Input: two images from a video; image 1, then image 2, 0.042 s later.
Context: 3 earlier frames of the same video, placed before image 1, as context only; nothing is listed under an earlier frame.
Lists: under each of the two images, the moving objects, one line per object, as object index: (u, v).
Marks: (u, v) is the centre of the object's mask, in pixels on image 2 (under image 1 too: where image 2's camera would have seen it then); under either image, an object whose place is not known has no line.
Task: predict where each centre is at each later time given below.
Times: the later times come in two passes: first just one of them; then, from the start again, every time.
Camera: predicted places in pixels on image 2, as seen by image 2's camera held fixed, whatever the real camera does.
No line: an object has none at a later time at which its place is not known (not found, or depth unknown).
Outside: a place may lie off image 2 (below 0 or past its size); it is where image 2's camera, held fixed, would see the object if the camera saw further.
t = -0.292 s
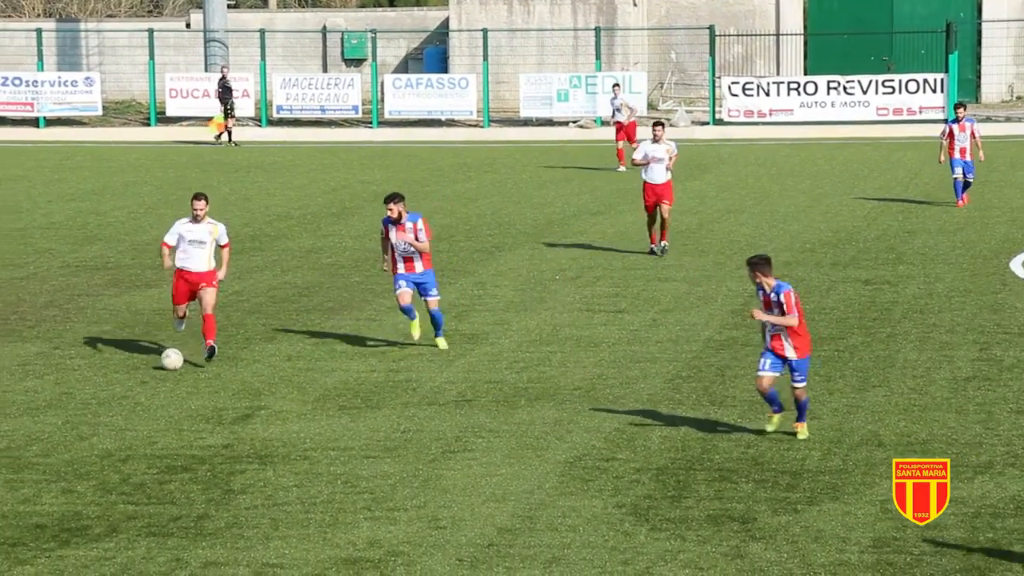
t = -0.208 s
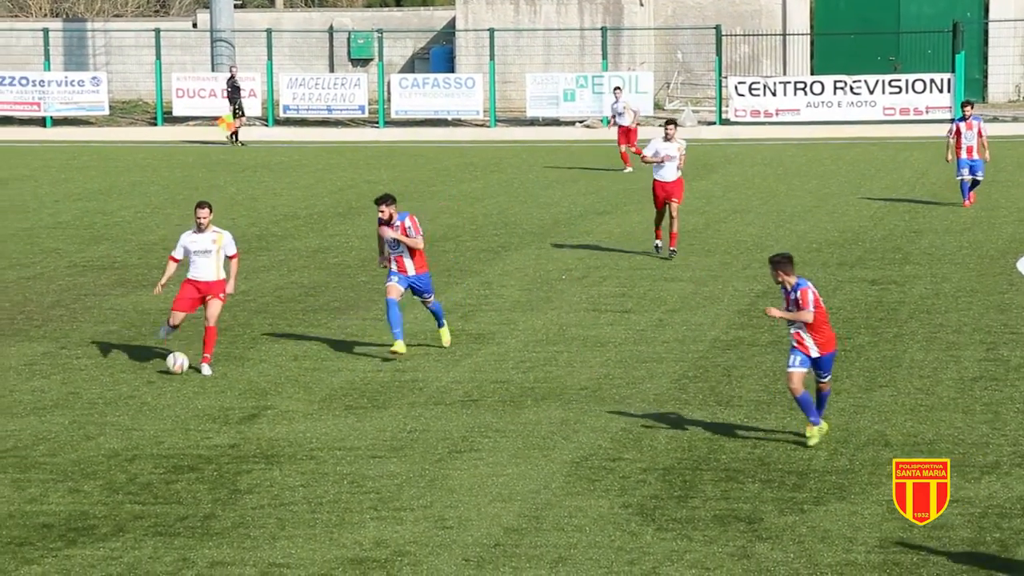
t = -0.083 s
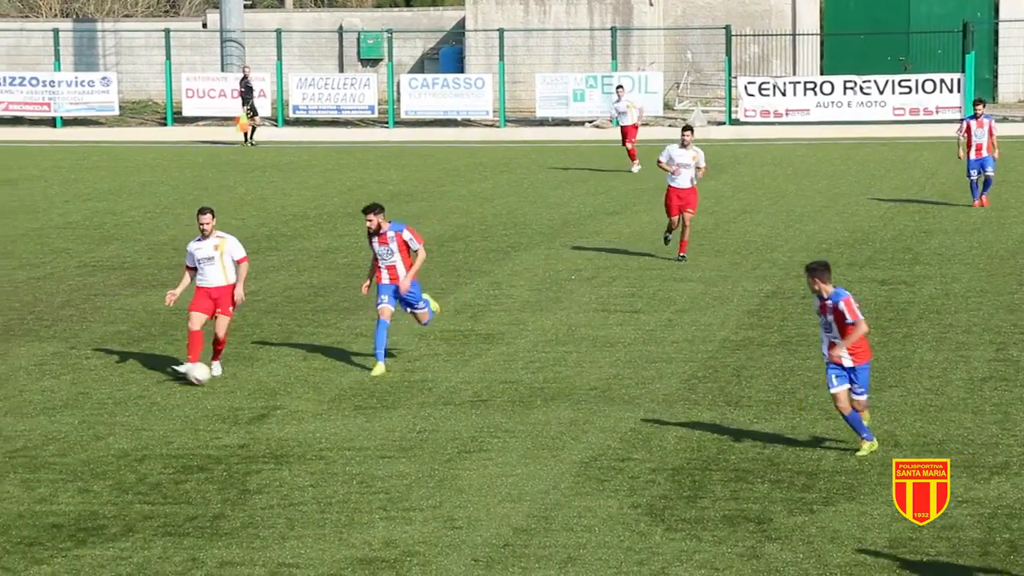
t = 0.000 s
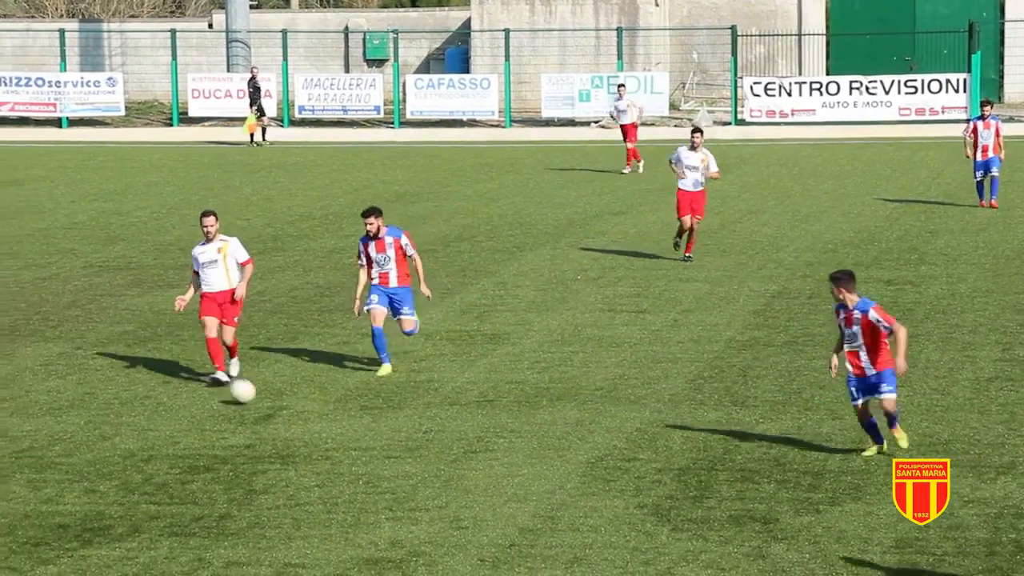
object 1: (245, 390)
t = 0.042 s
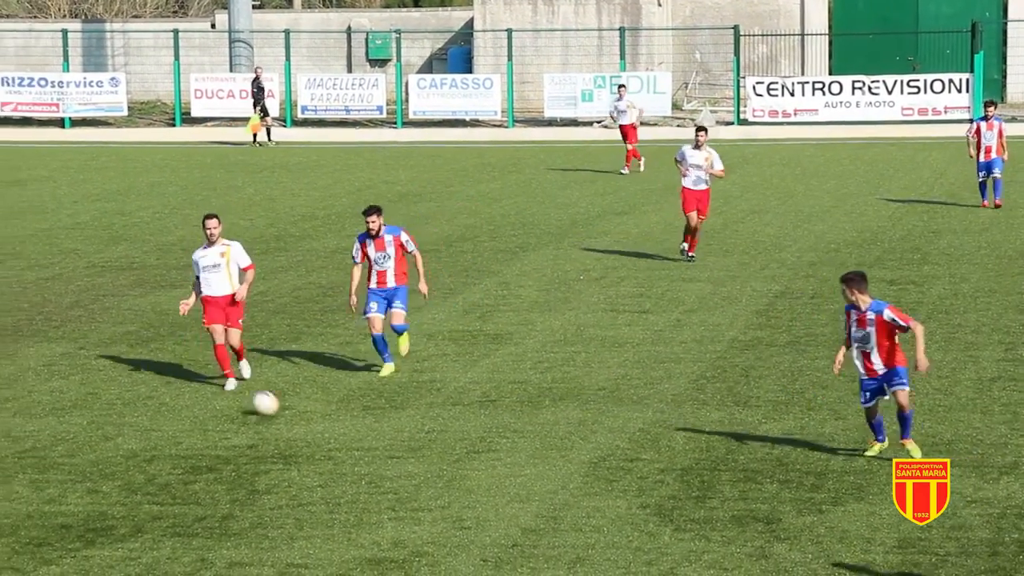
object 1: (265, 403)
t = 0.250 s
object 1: (366, 451)
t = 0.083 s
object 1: (284, 412)
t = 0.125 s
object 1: (305, 417)
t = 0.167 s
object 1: (325, 426)
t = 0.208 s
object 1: (345, 437)
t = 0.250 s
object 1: (366, 451)
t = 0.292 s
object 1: (385, 457)
